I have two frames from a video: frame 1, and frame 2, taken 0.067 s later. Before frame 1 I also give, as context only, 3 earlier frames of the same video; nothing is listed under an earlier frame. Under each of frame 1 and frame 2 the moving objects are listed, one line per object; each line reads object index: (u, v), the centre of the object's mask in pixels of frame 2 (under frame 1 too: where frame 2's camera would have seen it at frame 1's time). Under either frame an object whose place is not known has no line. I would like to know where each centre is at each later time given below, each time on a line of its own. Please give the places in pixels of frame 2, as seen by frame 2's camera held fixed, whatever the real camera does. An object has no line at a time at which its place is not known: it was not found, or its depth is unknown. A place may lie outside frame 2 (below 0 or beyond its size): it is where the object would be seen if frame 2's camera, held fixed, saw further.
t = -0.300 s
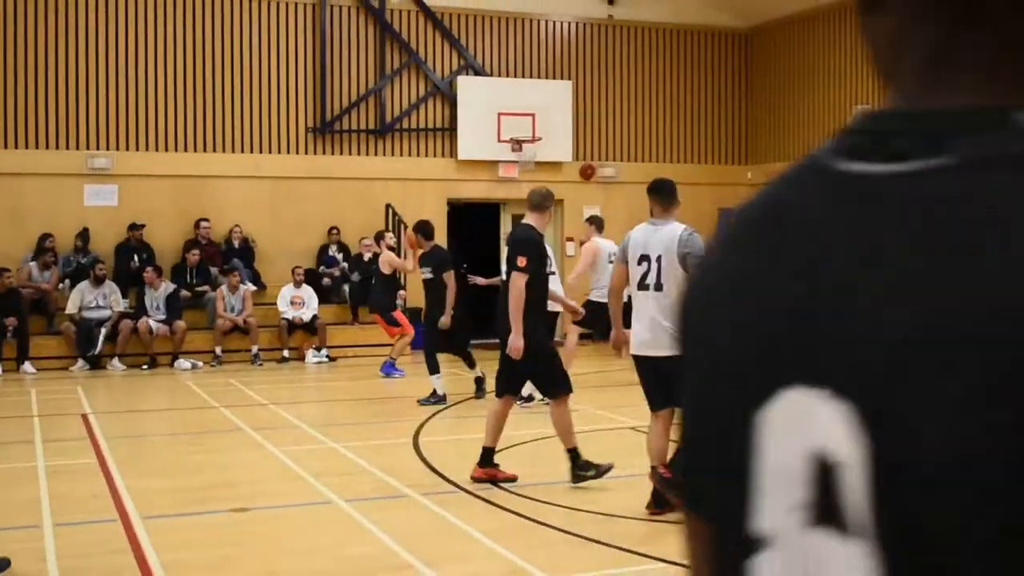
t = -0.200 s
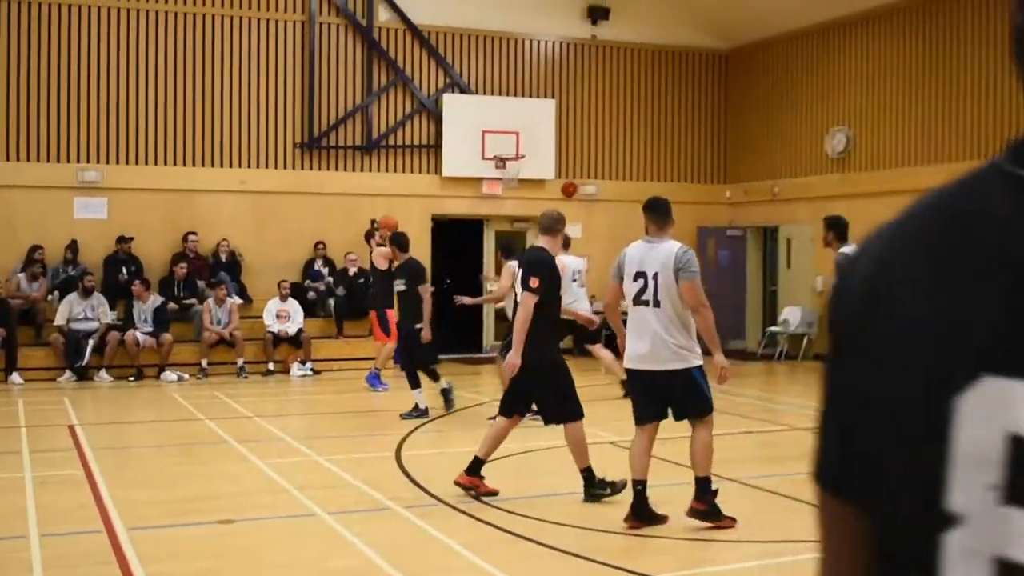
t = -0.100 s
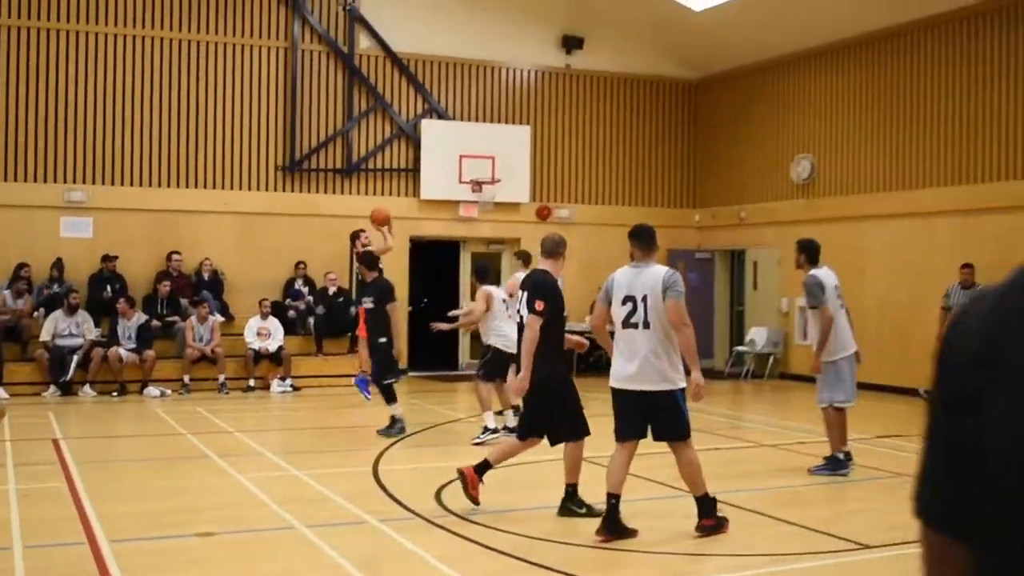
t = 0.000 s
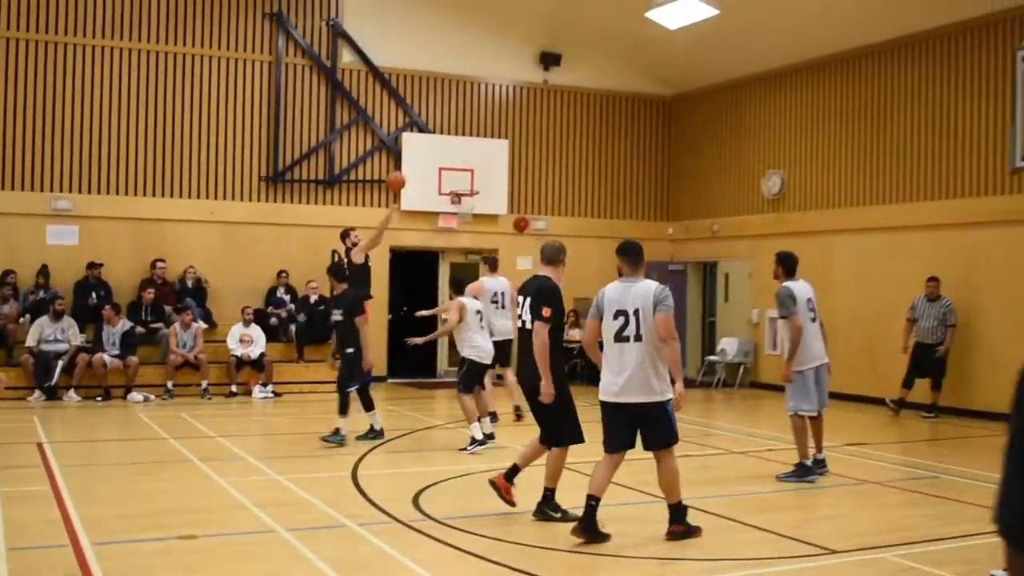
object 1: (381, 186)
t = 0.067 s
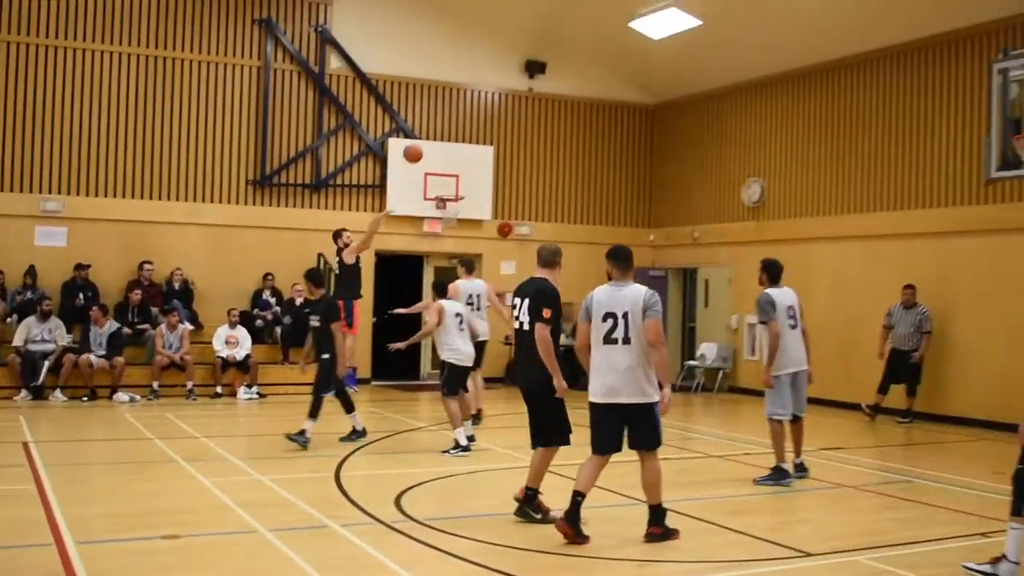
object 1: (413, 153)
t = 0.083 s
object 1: (420, 146)
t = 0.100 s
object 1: (428, 137)
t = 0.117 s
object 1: (437, 130)
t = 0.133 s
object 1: (444, 123)
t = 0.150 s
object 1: (451, 116)
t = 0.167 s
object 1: (459, 109)
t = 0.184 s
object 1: (467, 103)
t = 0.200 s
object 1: (475, 98)
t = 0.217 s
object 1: (483, 92)
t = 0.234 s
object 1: (492, 86)
